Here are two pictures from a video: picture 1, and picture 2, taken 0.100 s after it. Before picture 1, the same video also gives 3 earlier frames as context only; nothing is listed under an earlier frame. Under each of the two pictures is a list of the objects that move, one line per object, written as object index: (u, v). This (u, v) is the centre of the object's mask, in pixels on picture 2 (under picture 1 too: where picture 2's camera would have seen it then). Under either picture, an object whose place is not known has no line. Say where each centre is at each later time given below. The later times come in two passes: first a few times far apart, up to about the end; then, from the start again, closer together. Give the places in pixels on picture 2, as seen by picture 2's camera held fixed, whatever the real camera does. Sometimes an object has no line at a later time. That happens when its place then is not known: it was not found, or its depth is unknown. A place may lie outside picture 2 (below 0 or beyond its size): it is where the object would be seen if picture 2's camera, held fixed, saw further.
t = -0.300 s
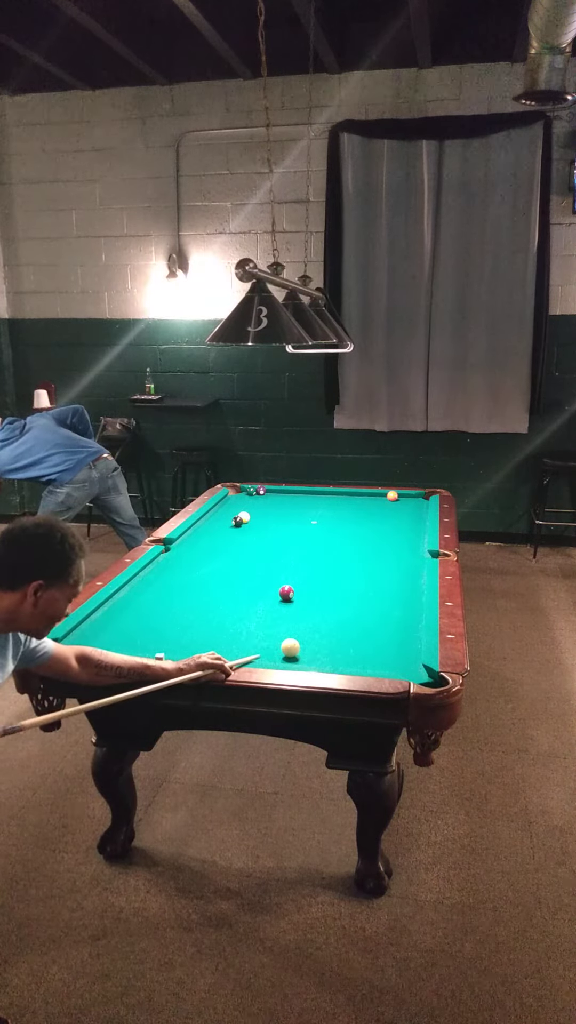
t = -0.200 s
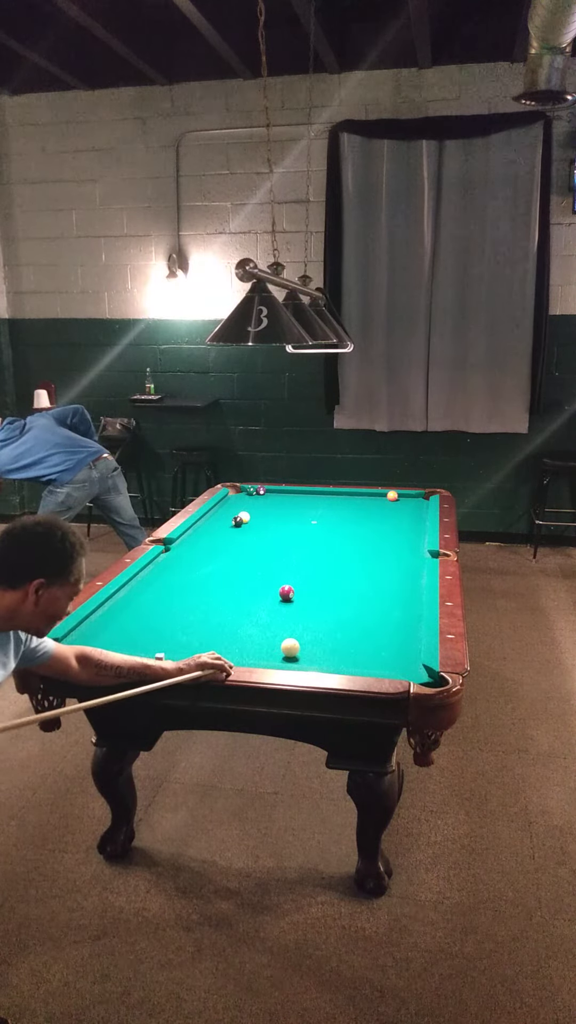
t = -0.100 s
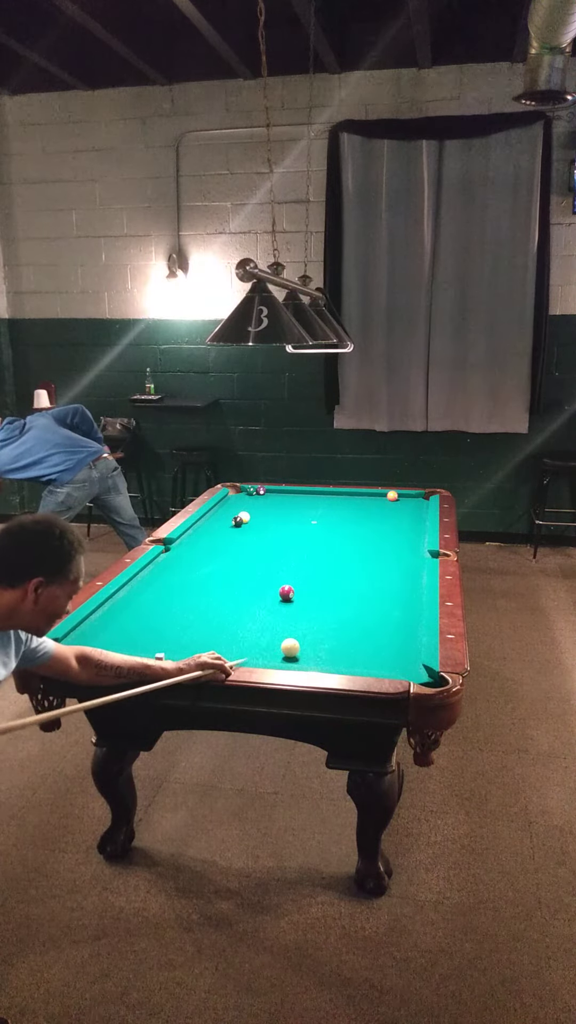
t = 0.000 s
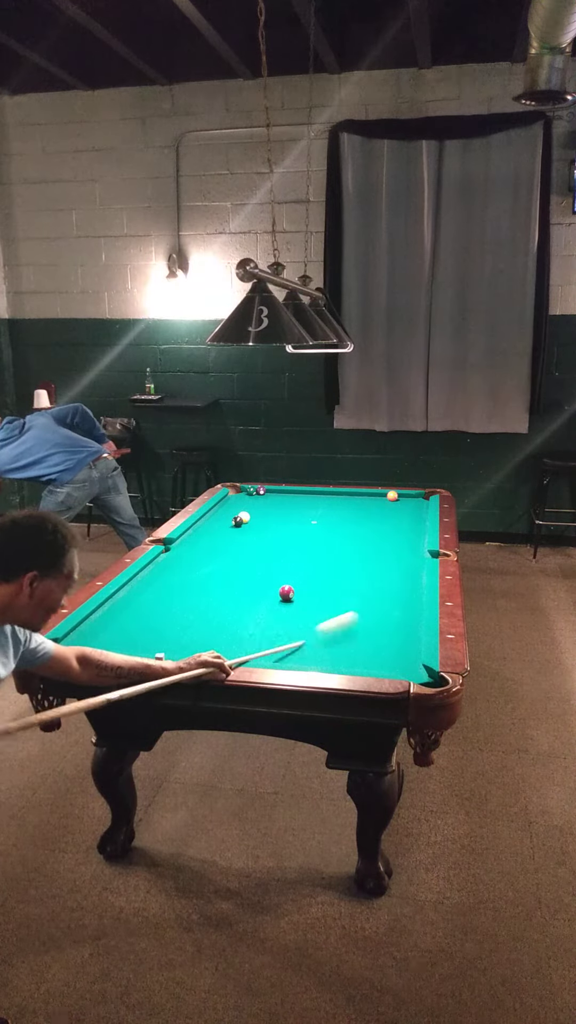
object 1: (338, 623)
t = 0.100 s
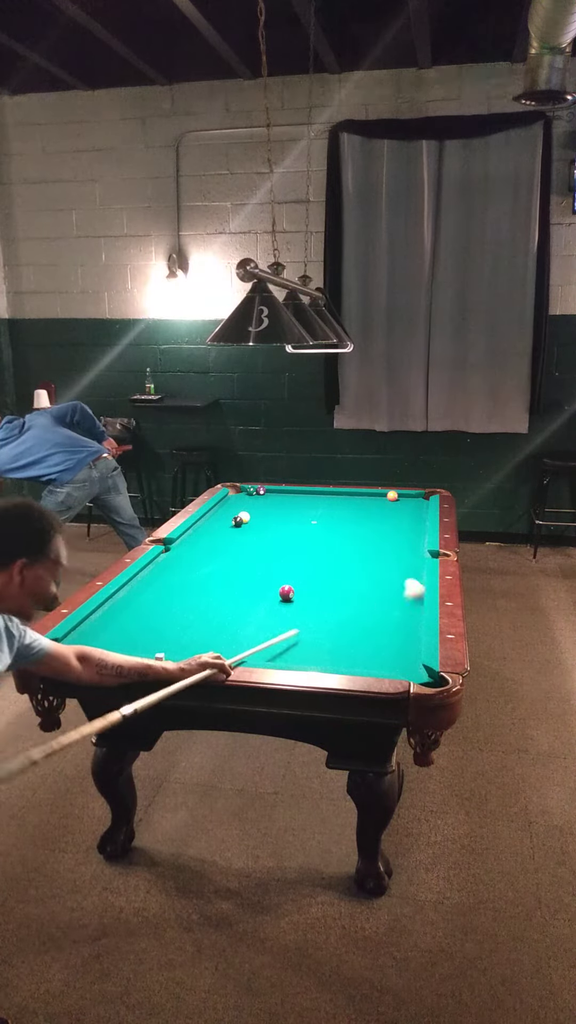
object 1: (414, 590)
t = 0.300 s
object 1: (340, 539)
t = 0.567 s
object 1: (276, 500)
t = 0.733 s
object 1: (240, 494)
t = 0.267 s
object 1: (351, 546)
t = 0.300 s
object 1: (340, 539)
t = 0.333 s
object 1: (330, 533)
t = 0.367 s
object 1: (321, 527)
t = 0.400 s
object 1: (312, 522)
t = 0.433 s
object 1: (305, 517)
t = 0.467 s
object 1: (297, 512)
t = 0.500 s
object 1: (290, 508)
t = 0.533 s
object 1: (283, 504)
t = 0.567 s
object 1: (276, 500)
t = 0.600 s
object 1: (270, 497)
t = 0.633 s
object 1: (264, 494)
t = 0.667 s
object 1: (257, 492)
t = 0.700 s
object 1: (248, 494)
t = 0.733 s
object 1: (240, 494)
